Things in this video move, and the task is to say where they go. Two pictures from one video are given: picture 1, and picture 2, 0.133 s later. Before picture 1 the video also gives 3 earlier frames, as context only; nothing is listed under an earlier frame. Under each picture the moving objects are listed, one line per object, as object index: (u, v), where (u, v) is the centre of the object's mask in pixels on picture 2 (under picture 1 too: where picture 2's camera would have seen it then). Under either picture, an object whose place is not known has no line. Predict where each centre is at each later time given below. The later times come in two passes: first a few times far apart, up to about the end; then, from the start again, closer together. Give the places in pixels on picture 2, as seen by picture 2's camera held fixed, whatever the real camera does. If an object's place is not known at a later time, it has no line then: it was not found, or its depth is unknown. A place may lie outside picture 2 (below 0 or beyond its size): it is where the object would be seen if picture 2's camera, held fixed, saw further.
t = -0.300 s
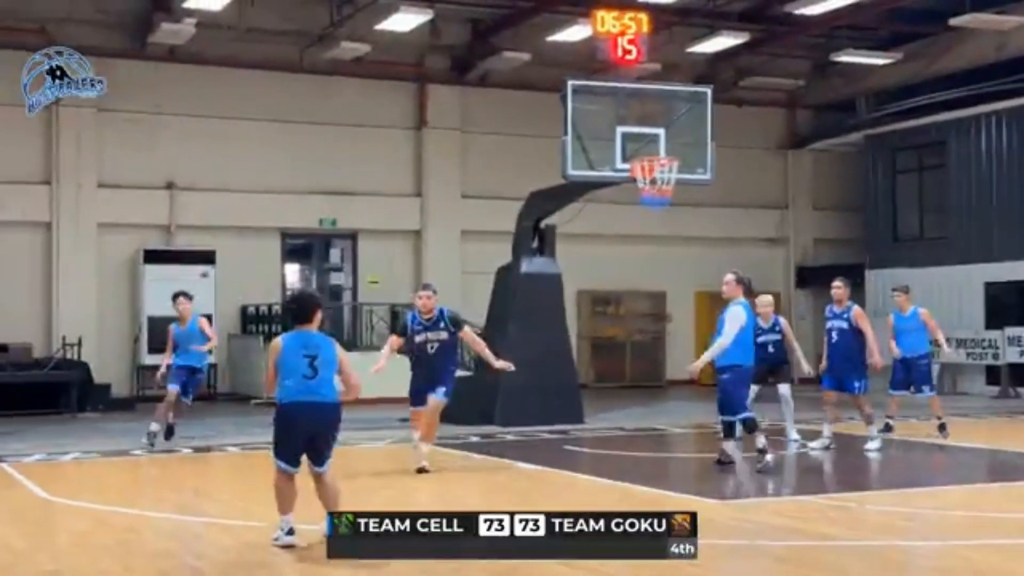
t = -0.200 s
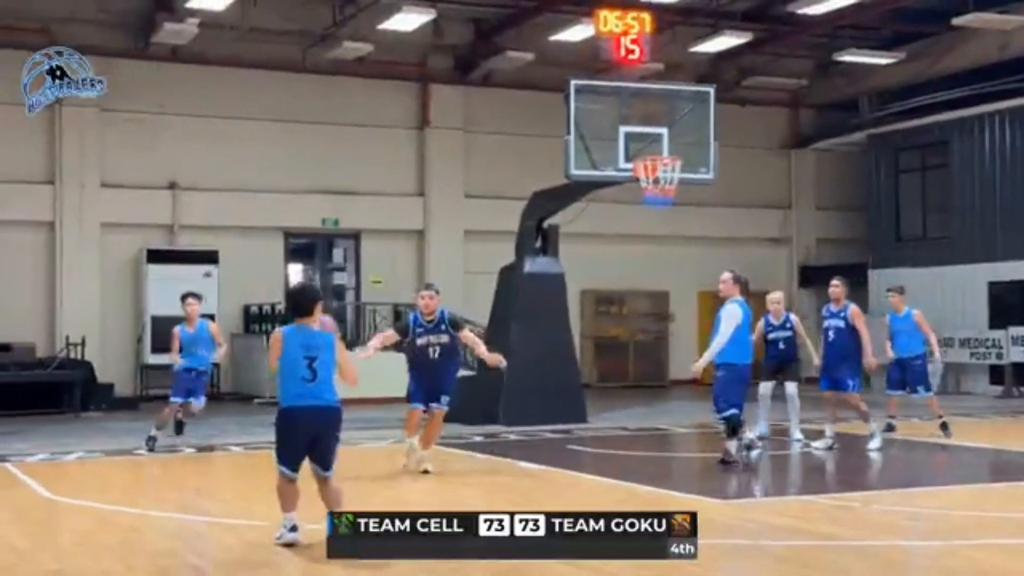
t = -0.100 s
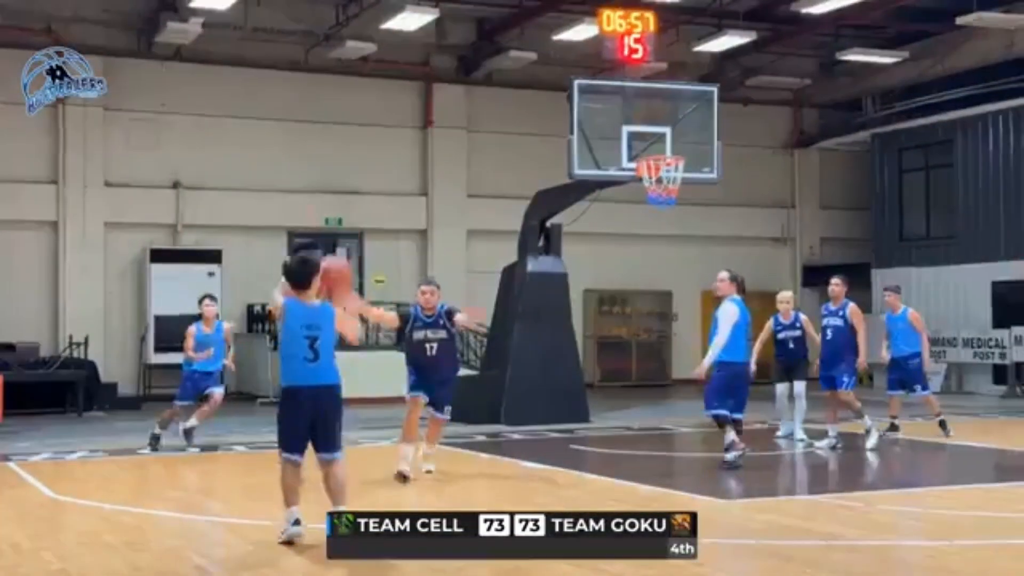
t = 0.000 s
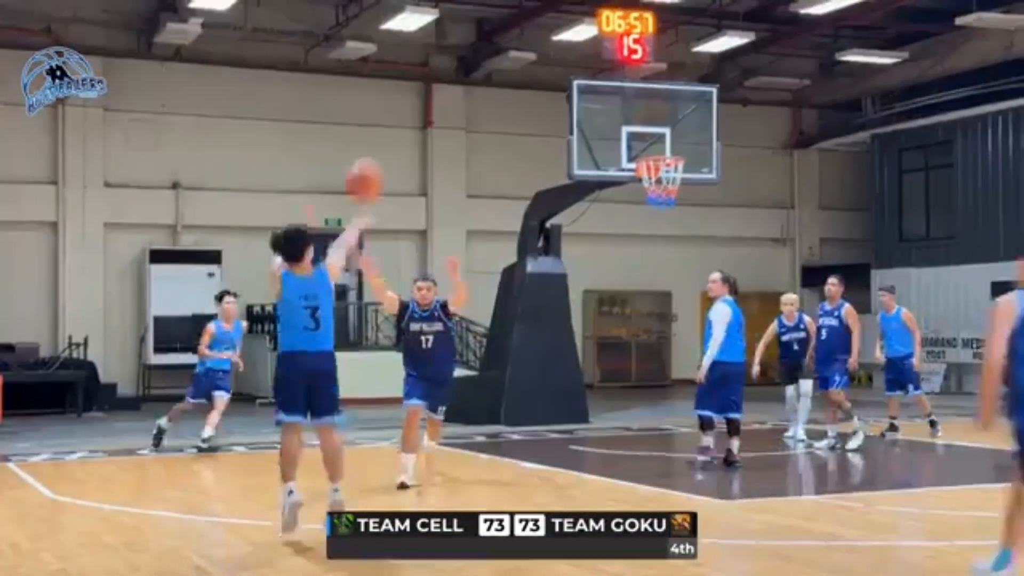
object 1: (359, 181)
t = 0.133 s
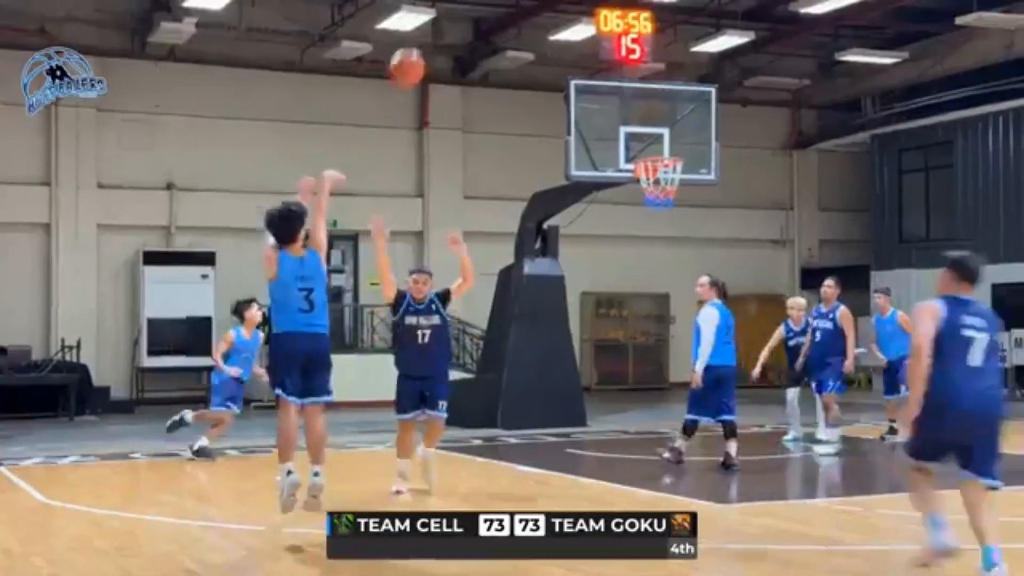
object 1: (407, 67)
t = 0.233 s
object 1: (439, 11)
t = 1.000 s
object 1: (608, 14)
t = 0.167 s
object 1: (420, 45)
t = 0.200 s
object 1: (431, 29)
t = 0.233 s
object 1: (439, 11)
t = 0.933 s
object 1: (598, 2)
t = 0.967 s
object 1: (604, 5)
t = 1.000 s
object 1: (608, 14)
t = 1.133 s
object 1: (629, 73)
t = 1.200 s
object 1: (640, 109)
